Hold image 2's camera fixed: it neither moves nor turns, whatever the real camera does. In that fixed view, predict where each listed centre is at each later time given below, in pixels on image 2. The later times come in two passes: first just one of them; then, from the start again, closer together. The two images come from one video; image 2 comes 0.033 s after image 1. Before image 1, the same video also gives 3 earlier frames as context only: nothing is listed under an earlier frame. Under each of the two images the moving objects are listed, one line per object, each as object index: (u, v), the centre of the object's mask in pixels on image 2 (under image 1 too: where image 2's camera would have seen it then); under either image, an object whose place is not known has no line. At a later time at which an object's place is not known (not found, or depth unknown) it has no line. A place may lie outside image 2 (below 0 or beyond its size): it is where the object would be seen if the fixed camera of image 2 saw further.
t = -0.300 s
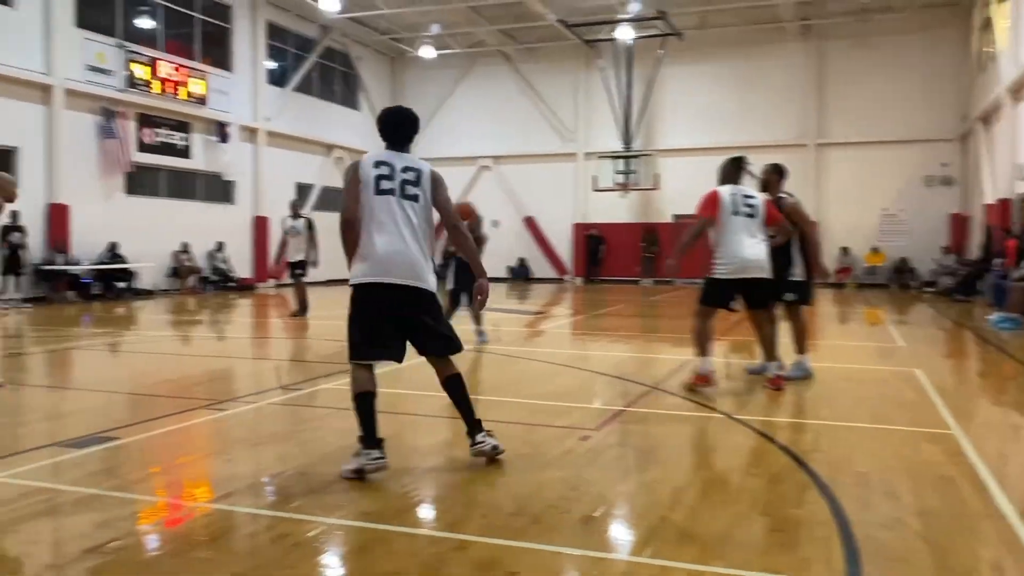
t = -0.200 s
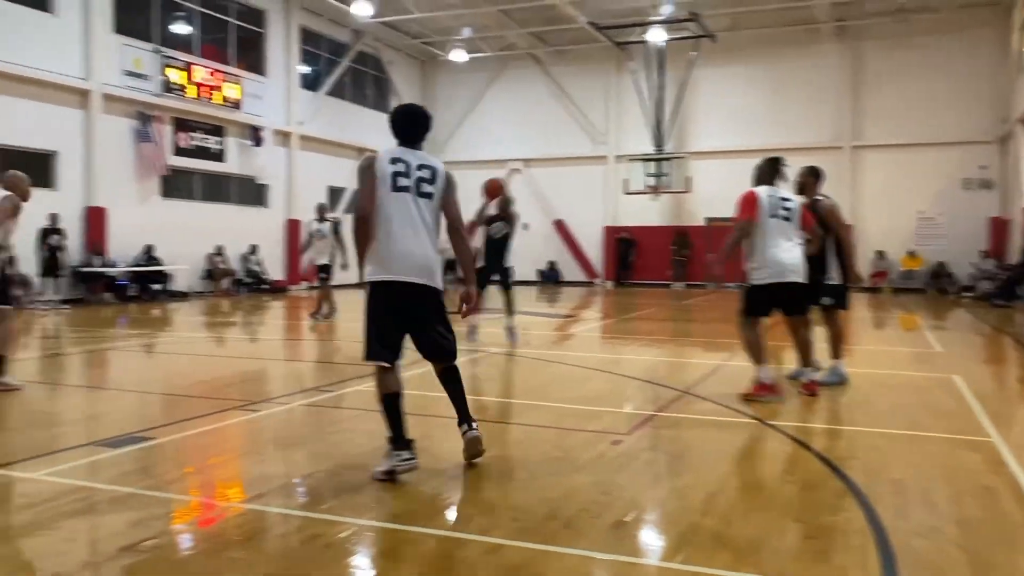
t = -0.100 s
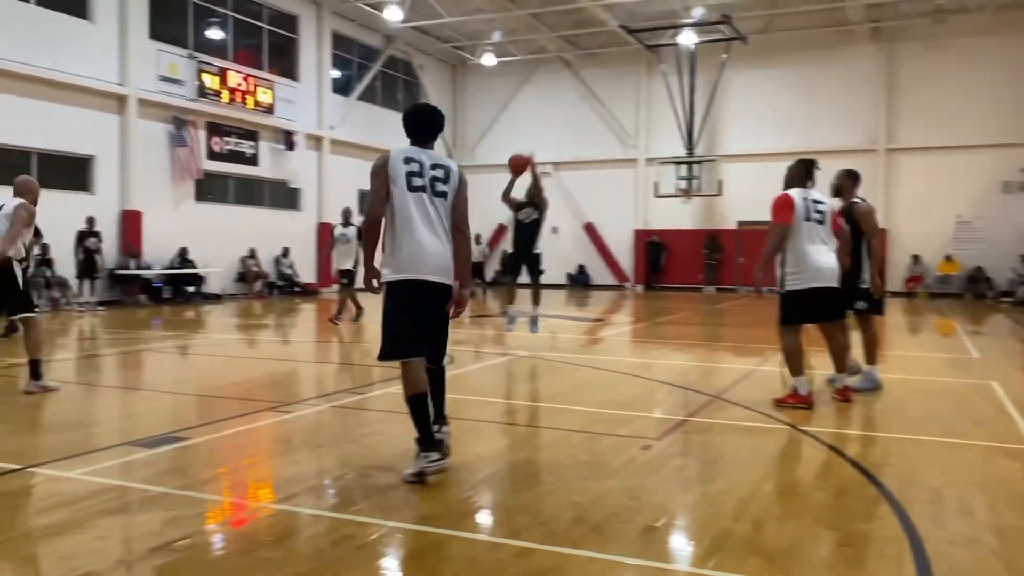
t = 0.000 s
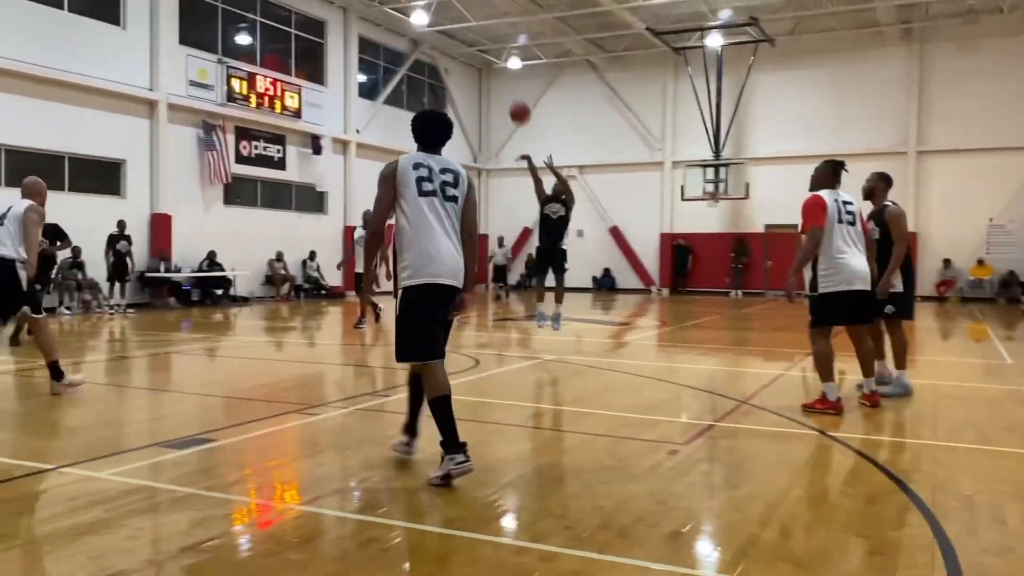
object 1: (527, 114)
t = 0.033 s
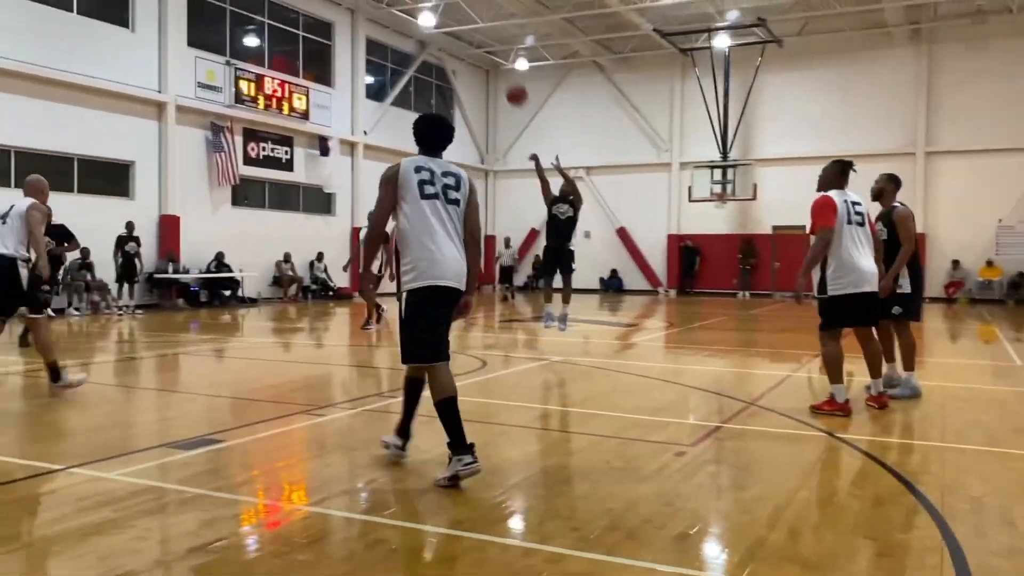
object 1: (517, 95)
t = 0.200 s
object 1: (460, 4)
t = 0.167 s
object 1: (473, 22)
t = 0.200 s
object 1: (460, 4)
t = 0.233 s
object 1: (451, -5)
